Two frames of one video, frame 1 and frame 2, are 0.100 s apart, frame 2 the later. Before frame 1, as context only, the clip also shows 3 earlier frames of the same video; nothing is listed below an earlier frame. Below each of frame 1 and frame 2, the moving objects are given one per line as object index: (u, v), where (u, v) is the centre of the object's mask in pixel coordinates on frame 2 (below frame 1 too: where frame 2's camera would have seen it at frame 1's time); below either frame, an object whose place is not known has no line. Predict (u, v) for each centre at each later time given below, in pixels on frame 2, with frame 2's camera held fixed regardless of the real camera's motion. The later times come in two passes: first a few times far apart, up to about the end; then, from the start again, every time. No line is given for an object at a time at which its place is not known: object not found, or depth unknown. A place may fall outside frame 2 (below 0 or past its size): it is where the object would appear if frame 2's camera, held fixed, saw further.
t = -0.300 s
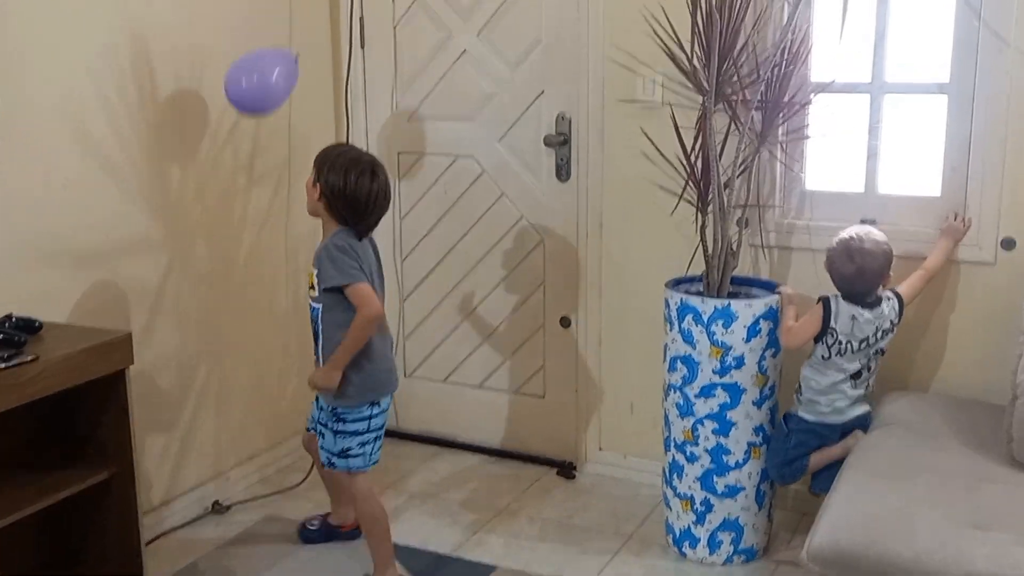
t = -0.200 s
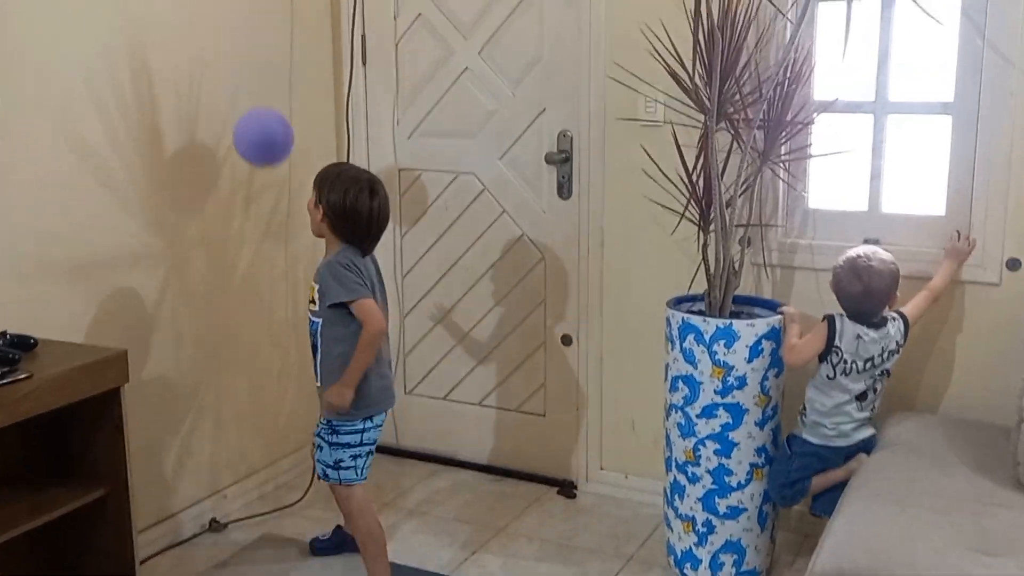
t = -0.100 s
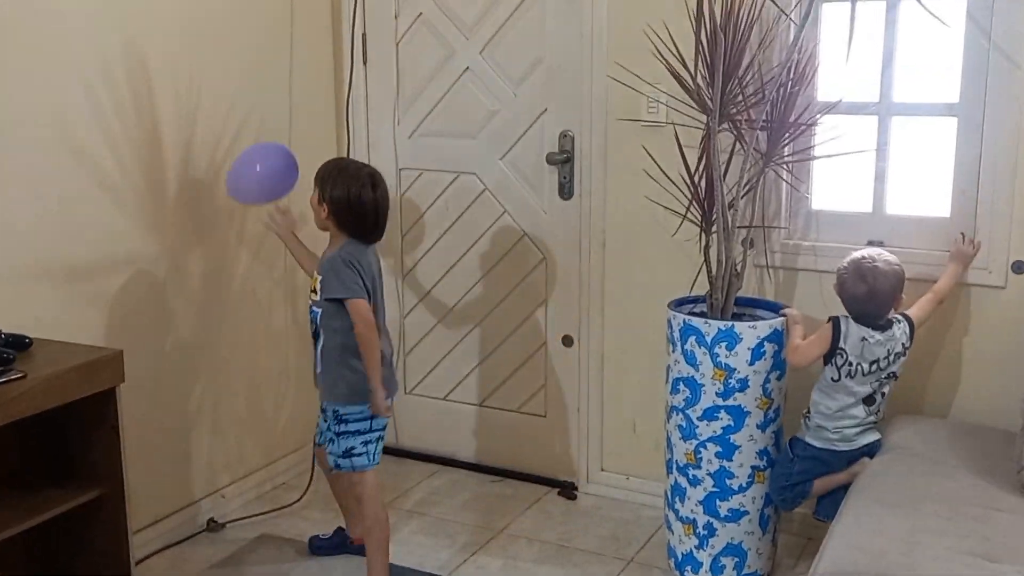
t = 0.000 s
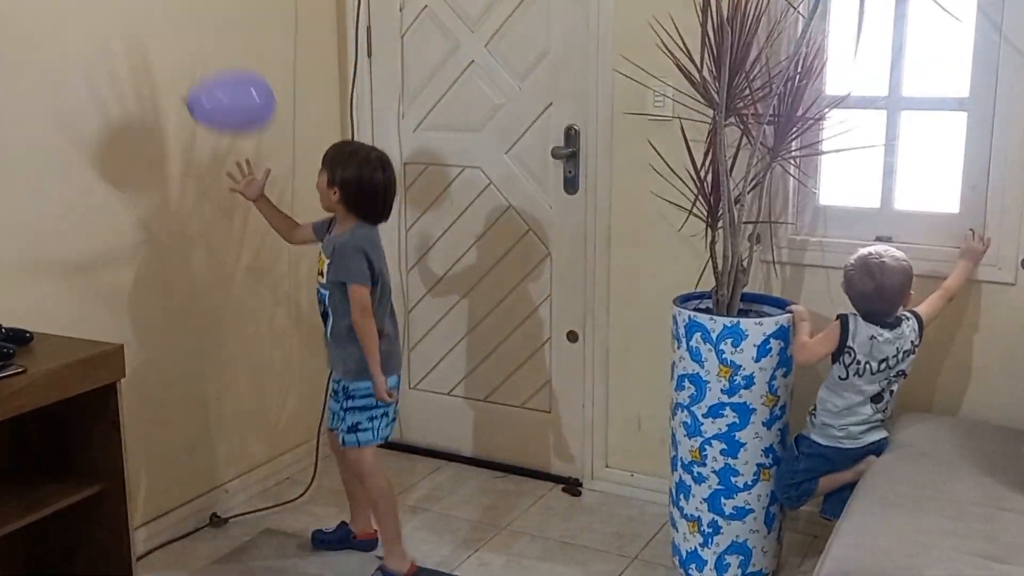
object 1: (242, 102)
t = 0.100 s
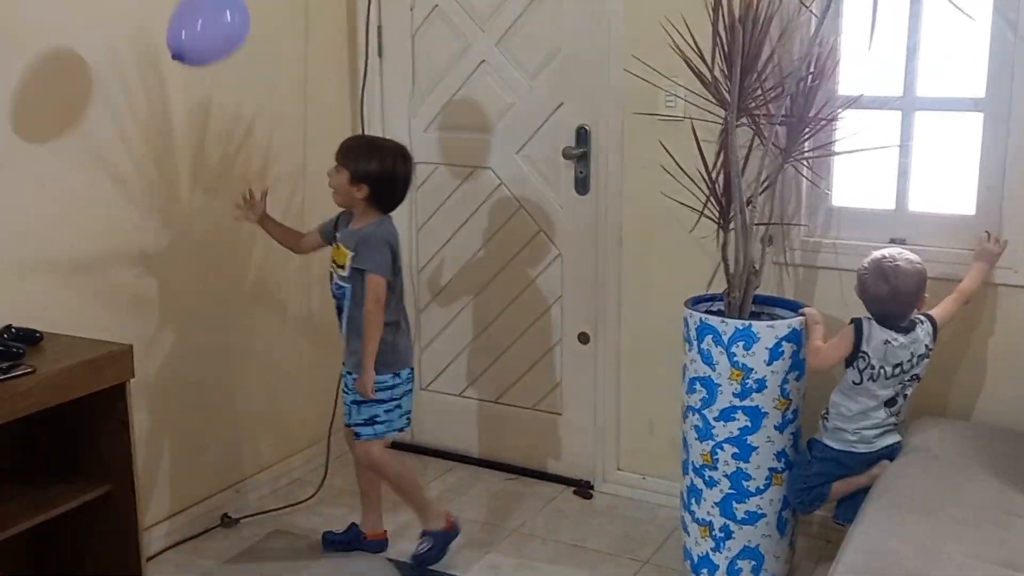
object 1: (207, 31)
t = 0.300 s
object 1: (160, 0)
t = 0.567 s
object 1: (144, 9)
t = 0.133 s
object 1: (196, 23)
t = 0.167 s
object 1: (188, 18)
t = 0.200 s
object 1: (181, 13)
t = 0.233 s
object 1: (174, 9)
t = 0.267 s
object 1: (167, 4)
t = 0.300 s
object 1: (160, 0)
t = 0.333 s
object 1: (153, -3)
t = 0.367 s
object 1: (147, -4)
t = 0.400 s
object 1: (143, -3)
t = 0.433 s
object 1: (140, -3)
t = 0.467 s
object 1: (139, -2)
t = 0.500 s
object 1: (140, 2)
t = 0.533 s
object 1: (142, 6)
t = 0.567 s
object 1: (144, 9)
